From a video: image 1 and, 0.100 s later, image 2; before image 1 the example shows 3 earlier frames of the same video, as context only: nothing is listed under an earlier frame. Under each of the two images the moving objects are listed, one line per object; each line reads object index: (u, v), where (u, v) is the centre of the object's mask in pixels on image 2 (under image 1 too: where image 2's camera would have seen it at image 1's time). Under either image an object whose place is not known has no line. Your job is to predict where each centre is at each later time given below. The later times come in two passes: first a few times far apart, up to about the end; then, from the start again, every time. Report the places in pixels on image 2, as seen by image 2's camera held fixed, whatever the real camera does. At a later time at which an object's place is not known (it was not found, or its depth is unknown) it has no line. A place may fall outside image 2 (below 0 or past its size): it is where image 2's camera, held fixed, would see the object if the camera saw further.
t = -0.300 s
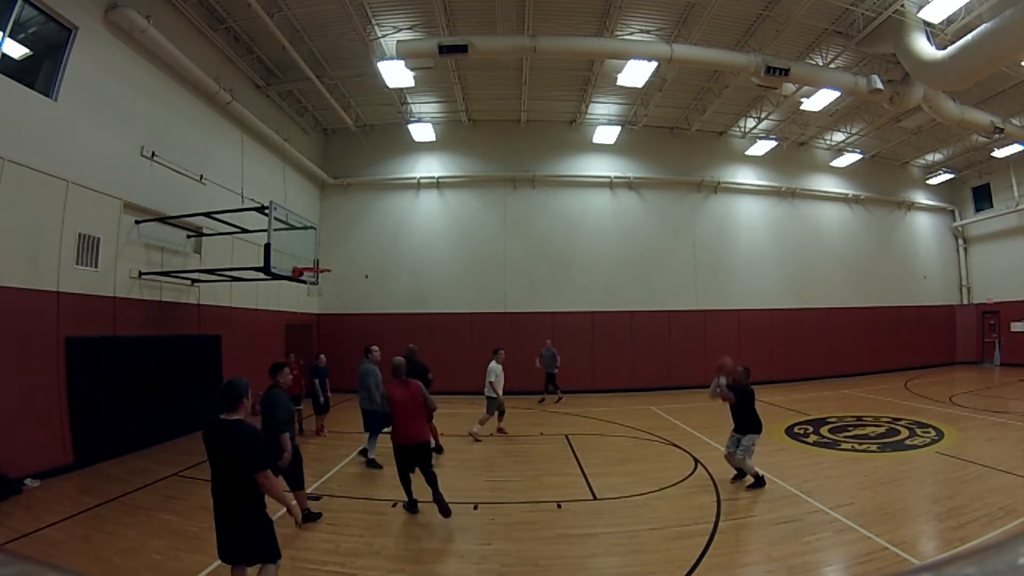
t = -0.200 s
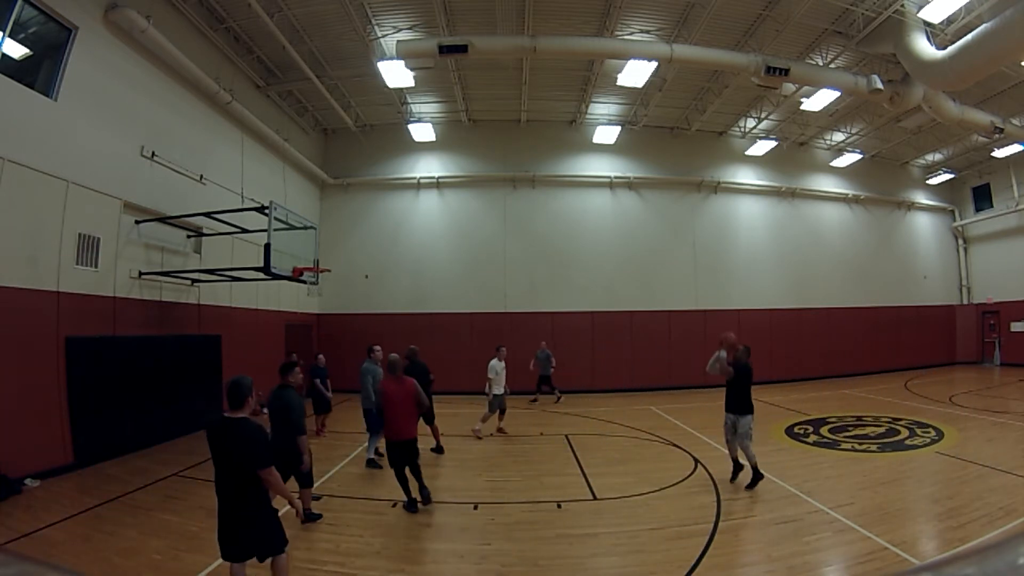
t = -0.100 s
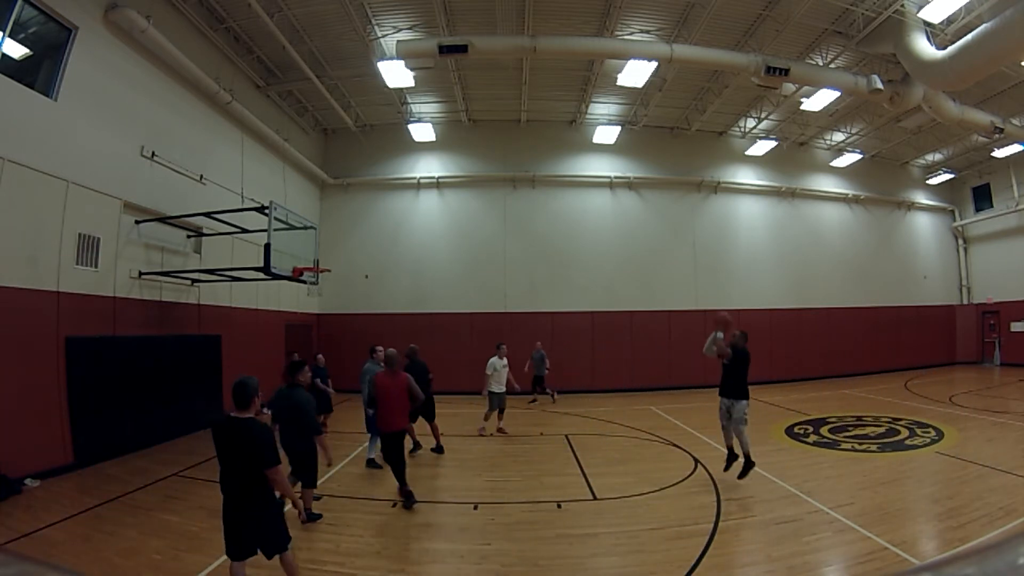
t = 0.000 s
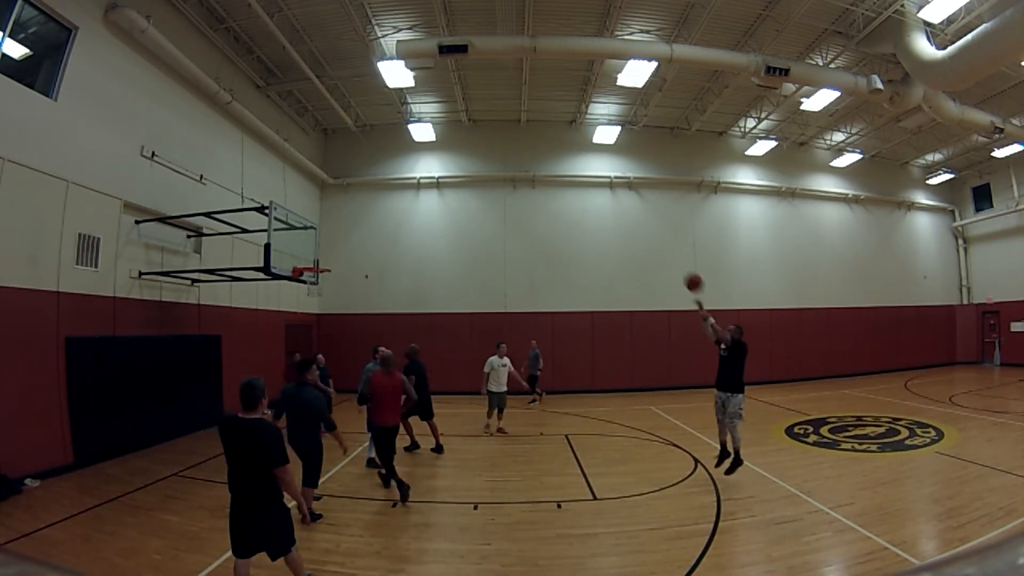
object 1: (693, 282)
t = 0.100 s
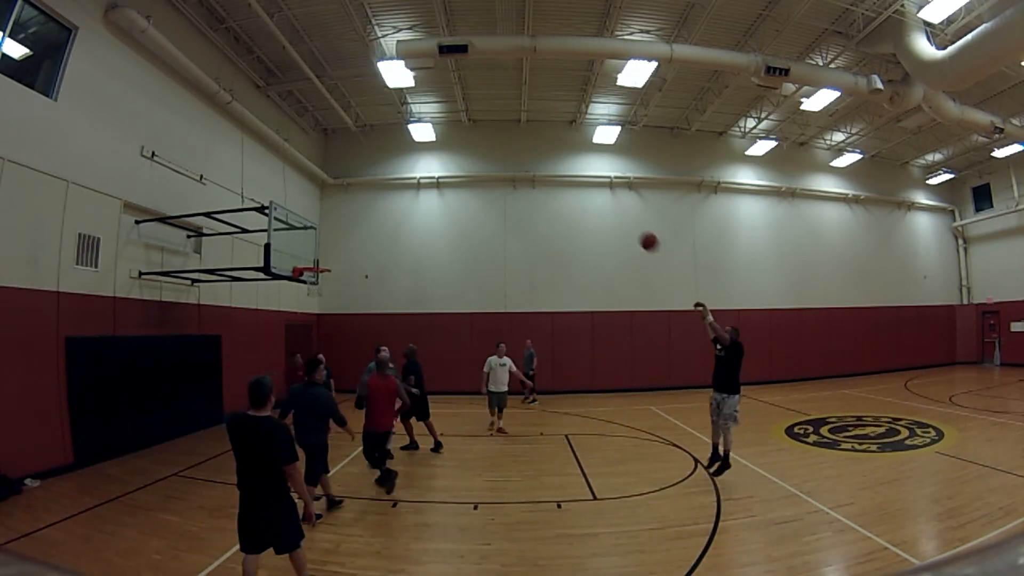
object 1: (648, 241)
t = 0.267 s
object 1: (578, 195)
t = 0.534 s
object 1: (479, 171)
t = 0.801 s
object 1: (396, 196)
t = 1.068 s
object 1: (327, 257)
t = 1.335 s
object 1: (295, 232)
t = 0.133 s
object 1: (633, 229)
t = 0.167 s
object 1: (619, 220)
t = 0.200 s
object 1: (605, 210)
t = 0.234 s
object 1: (591, 202)
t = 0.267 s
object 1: (578, 195)
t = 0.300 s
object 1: (564, 189)
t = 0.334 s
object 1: (551, 184)
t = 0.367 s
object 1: (538, 180)
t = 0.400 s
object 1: (526, 177)
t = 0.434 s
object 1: (514, 174)
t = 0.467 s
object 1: (502, 173)
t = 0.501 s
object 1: (490, 172)
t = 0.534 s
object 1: (479, 171)
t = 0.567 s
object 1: (468, 172)
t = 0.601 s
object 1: (457, 174)
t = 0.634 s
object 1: (446, 176)
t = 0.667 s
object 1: (435, 179)
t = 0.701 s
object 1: (425, 182)
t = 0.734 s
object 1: (415, 186)
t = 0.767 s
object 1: (405, 191)
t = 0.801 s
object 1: (396, 196)
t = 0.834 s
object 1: (387, 202)
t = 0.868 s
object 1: (377, 208)
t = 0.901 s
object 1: (369, 215)
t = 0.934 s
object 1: (360, 223)
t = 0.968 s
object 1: (351, 231)
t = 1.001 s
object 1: (343, 239)
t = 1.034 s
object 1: (335, 248)
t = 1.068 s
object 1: (327, 257)
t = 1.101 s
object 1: (321, 264)
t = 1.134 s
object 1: (316, 258)
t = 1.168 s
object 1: (312, 252)
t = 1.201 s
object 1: (308, 247)
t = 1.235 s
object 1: (303, 243)
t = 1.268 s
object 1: (299, 239)
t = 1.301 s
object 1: (294, 236)
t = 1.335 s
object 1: (295, 232)
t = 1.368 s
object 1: (296, 229)
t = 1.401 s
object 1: (296, 226)
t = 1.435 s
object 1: (297, 225)
